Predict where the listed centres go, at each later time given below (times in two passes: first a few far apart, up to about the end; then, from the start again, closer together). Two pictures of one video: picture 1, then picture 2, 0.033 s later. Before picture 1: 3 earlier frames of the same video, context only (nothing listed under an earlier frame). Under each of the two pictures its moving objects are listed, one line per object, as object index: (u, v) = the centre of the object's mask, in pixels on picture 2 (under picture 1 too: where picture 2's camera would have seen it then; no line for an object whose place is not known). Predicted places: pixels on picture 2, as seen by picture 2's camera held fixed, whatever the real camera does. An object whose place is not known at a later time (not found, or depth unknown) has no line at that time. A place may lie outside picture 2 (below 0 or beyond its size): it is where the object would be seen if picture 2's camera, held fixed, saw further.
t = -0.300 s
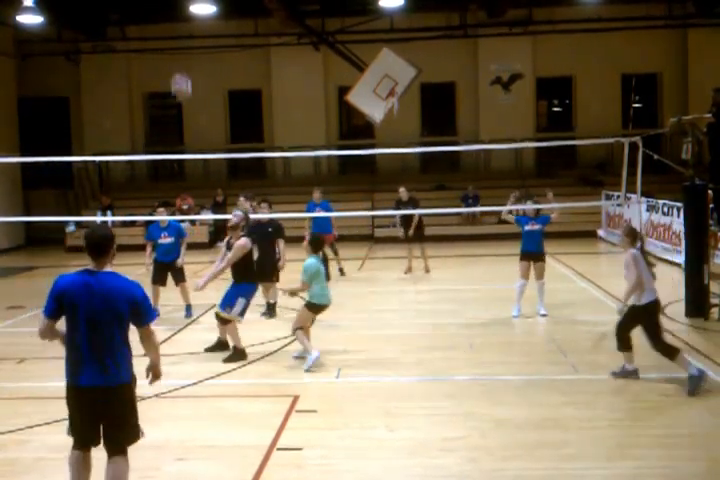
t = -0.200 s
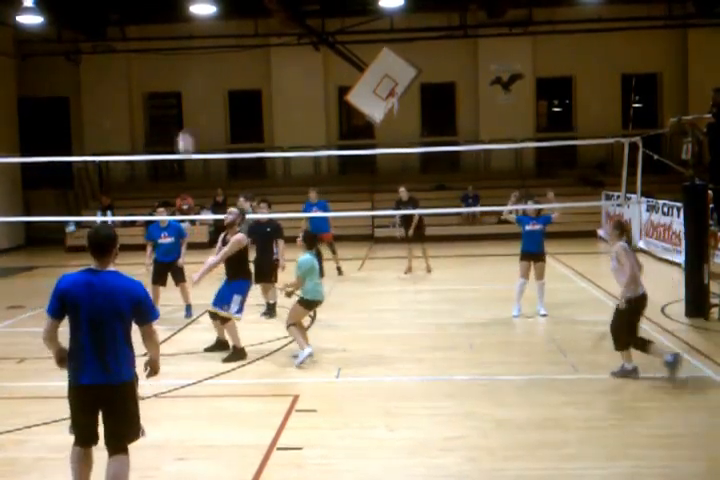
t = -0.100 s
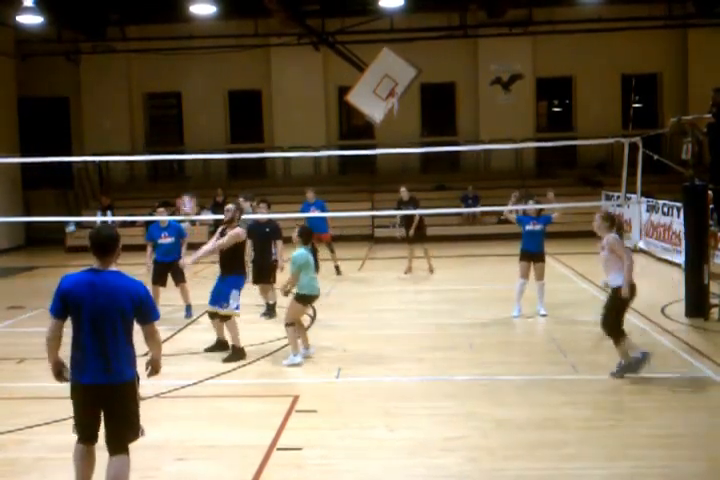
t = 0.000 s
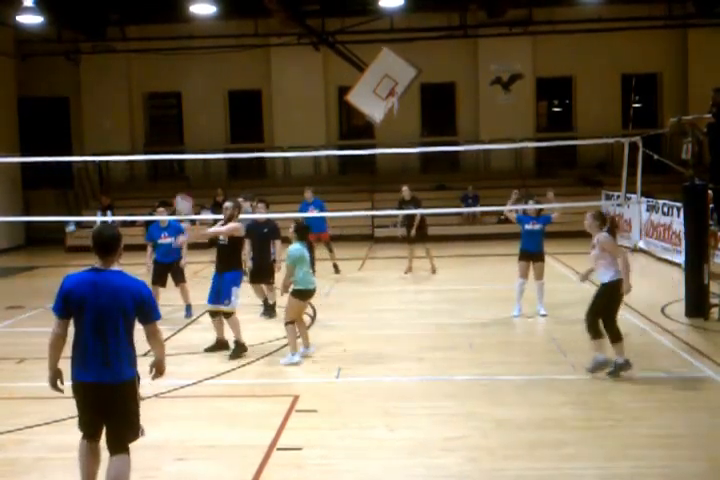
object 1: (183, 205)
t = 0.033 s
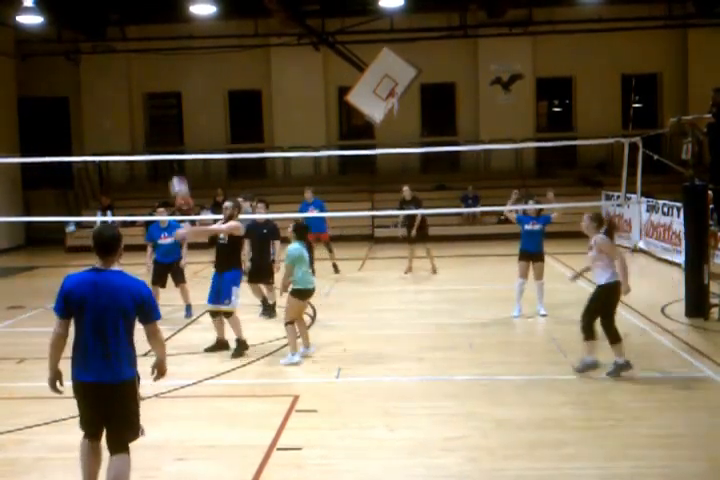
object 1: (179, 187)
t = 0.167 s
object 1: (163, 122)
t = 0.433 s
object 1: (137, 38)
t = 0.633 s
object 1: (122, 18)
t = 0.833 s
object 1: (109, 31)
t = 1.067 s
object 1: (96, 88)
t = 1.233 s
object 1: (89, 151)
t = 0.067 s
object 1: (175, 172)
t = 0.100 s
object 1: (171, 153)
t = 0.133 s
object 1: (167, 137)
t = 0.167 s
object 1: (163, 122)
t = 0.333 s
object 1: (146, 62)
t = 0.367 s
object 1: (143, 52)
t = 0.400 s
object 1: (140, 44)
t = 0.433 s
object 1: (137, 38)
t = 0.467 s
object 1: (135, 32)
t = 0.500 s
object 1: (132, 27)
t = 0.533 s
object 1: (130, 24)
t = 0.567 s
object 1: (127, 21)
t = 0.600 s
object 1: (125, 19)
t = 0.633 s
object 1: (122, 18)
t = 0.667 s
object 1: (119, 18)
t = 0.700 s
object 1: (117, 19)
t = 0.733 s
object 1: (115, 21)
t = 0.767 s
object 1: (113, 24)
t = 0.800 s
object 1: (110, 27)
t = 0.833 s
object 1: (109, 31)
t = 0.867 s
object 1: (106, 37)
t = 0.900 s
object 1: (104, 43)
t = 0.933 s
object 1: (102, 50)
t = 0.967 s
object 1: (101, 58)
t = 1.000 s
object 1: (99, 67)
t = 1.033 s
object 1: (97, 77)
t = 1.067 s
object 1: (96, 88)
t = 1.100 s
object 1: (94, 100)
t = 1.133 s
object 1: (92, 112)
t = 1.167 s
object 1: (91, 124)
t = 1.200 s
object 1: (90, 140)
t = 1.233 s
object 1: (89, 151)
